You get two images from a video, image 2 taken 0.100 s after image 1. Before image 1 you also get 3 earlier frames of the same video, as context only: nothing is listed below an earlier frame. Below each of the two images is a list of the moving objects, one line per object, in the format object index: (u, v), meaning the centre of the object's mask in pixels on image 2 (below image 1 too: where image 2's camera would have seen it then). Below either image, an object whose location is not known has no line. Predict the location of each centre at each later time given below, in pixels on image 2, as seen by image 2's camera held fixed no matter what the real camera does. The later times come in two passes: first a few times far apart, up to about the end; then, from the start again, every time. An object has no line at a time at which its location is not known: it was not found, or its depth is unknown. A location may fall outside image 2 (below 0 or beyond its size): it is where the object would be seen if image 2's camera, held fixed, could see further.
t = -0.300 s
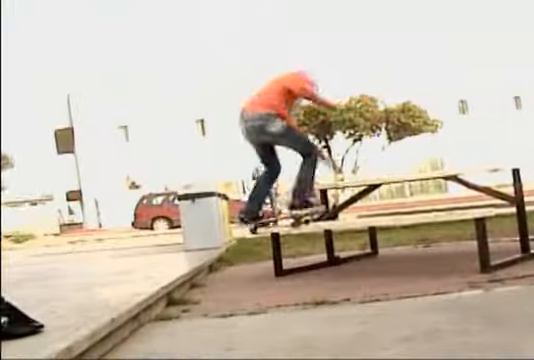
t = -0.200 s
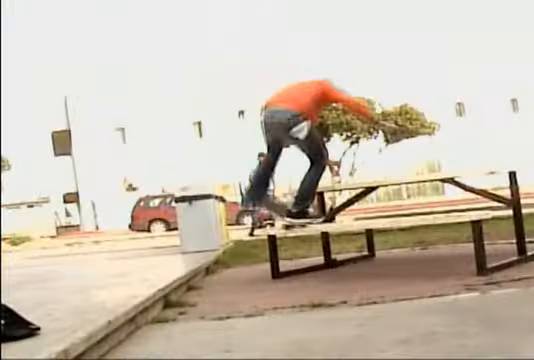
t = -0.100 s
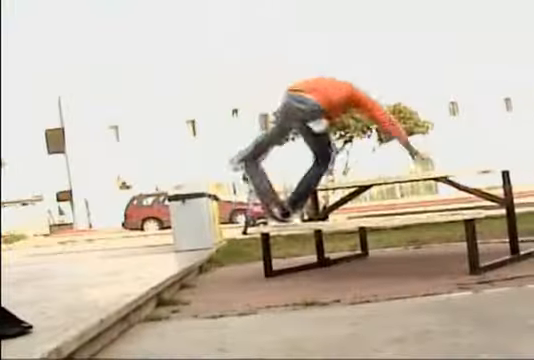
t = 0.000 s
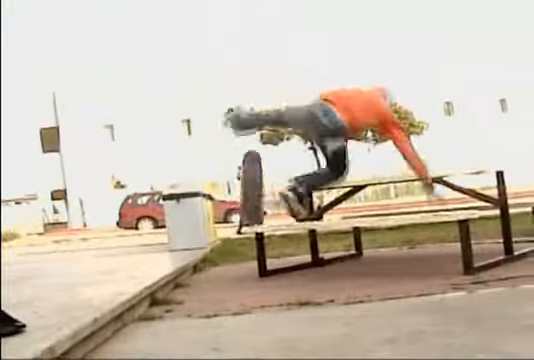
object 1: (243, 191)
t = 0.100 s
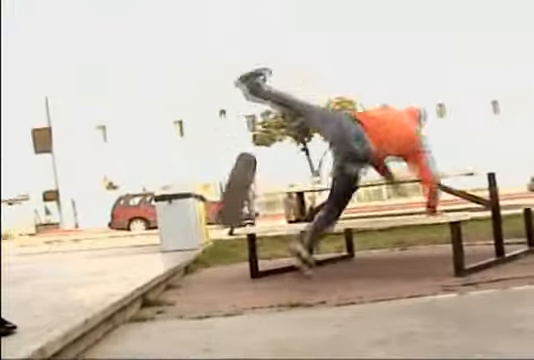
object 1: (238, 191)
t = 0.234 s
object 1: (229, 205)
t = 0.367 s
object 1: (212, 246)
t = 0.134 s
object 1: (235, 193)
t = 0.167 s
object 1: (233, 197)
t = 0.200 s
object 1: (231, 200)
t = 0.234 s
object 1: (229, 205)
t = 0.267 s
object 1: (227, 212)
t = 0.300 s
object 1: (225, 220)
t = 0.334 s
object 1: (224, 229)
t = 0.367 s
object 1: (212, 246)
